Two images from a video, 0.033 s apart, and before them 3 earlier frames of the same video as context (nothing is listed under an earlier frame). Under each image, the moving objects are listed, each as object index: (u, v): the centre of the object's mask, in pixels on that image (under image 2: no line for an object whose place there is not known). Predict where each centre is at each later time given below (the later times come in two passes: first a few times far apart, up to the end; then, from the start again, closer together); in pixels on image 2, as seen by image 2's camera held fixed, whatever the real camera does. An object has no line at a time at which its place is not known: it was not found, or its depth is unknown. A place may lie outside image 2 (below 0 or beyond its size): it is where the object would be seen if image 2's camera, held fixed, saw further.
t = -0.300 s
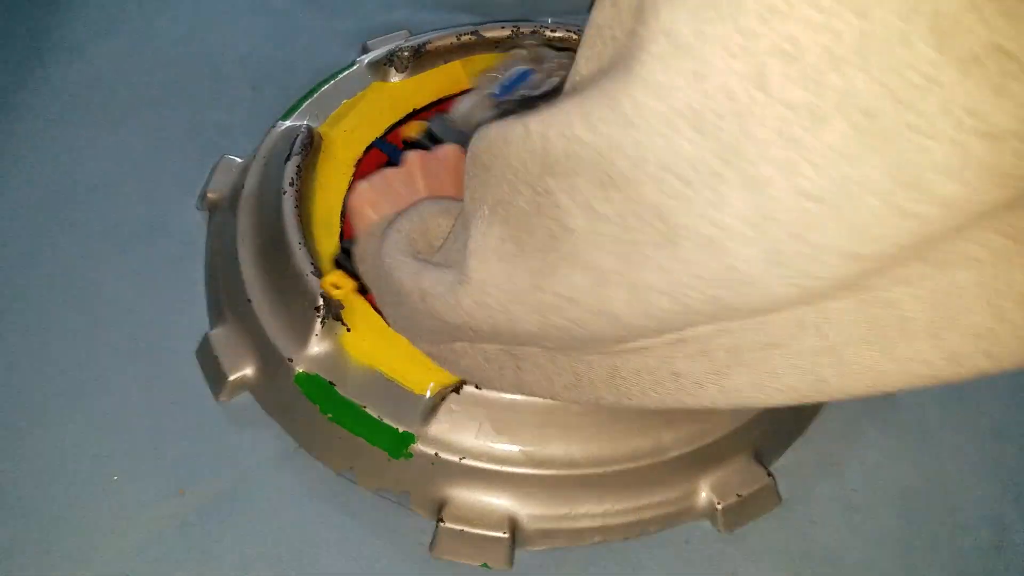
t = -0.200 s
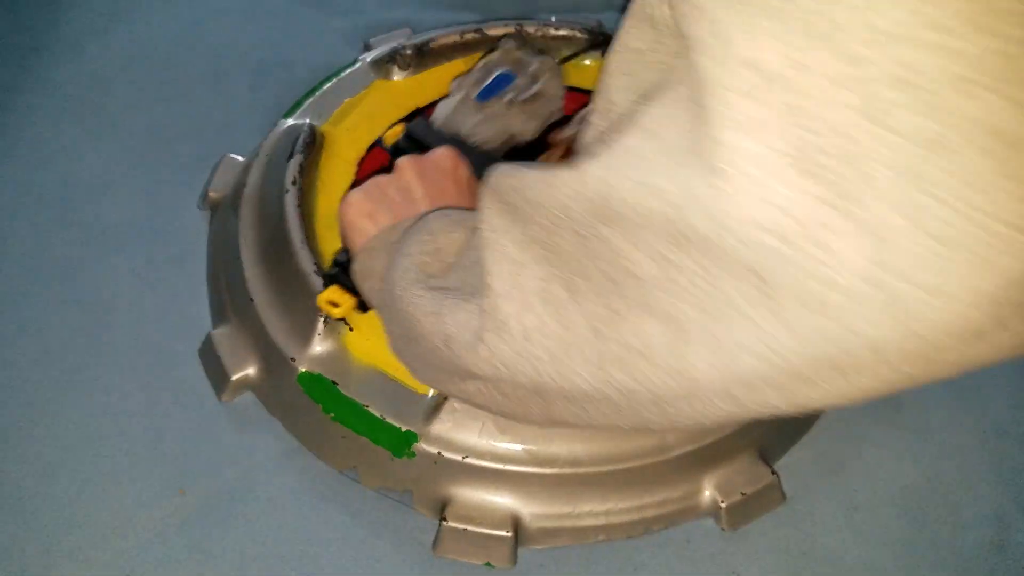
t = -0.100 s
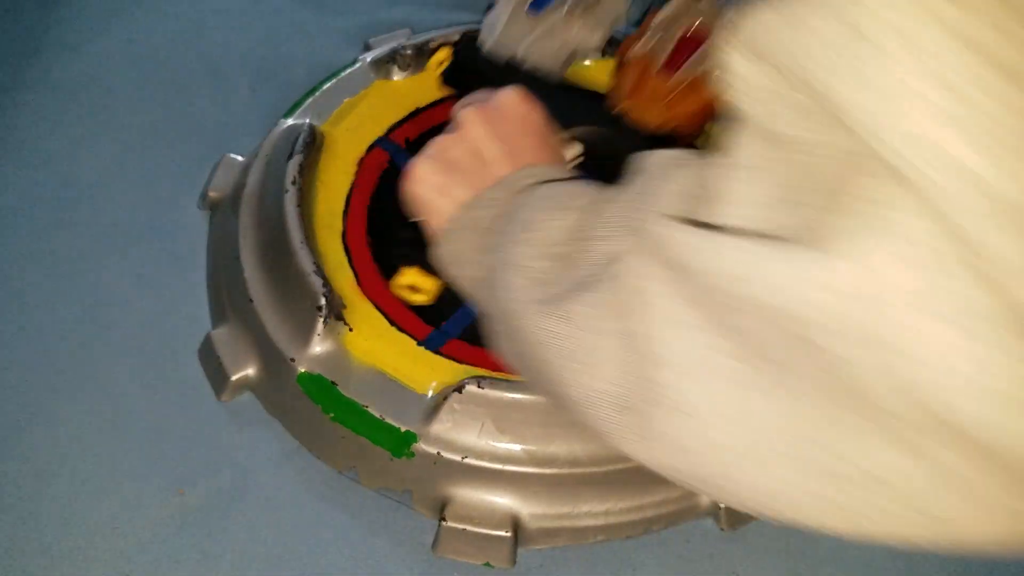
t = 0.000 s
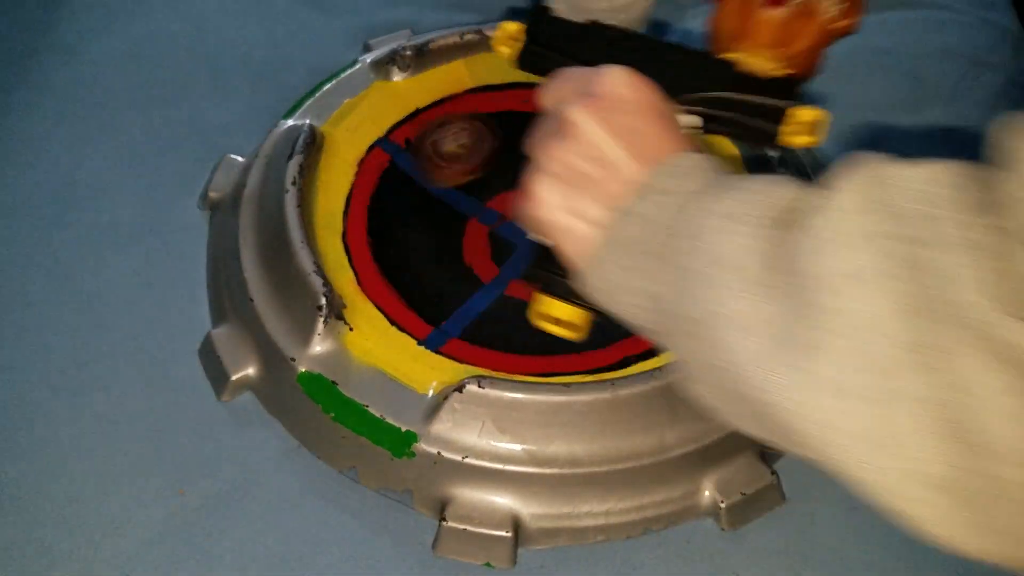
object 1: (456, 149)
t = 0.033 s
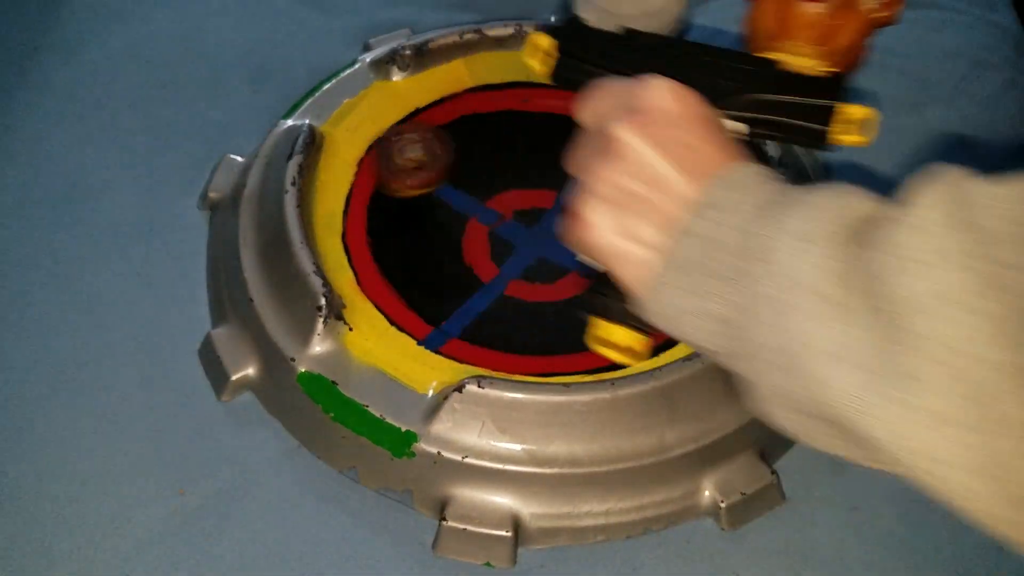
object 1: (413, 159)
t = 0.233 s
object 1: (451, 220)
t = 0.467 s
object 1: (570, 237)
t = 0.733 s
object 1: (544, 263)
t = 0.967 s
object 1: (535, 251)
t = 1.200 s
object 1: (553, 237)
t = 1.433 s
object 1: (568, 227)
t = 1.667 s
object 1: (573, 222)
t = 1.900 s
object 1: (574, 219)
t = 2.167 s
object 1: (571, 212)
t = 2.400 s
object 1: (570, 212)
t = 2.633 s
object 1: (558, 197)
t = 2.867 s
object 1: (541, 165)
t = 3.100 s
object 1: (548, 148)
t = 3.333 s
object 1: (552, 151)
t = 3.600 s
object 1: (547, 164)
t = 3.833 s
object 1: (542, 179)
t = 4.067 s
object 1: (531, 199)
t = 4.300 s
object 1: (533, 212)
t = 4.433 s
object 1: (534, 216)
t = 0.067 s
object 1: (378, 167)
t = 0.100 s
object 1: (353, 170)
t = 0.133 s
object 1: (377, 180)
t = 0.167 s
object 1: (404, 203)
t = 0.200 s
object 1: (425, 211)
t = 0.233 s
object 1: (451, 220)
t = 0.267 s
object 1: (478, 226)
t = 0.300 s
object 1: (503, 230)
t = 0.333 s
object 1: (525, 231)
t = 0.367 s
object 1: (543, 231)
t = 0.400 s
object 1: (556, 231)
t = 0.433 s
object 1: (565, 232)
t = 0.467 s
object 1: (570, 237)
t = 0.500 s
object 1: (570, 242)
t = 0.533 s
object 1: (568, 248)
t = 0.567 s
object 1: (566, 254)
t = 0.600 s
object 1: (563, 258)
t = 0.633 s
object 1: (558, 261)
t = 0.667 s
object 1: (552, 262)
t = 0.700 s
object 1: (548, 263)
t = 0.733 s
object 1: (544, 263)
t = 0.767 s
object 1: (541, 262)
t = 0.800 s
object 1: (539, 262)
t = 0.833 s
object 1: (537, 261)
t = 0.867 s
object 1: (535, 258)
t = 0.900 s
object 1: (534, 256)
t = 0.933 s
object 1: (534, 253)
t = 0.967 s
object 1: (535, 251)
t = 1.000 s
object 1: (536, 249)
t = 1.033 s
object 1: (541, 247)
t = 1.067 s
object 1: (543, 245)
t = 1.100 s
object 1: (544, 243)
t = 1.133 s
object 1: (547, 241)
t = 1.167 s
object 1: (550, 240)
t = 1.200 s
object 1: (553, 237)
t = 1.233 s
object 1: (555, 236)
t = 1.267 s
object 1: (557, 234)
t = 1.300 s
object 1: (559, 233)
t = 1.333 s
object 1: (561, 232)
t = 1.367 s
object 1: (564, 231)
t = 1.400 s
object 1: (566, 229)
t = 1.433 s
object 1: (568, 227)
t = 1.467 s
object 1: (570, 225)
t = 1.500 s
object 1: (572, 223)
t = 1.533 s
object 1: (573, 221)
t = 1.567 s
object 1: (572, 221)
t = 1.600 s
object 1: (573, 221)
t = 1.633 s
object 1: (573, 222)
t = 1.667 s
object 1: (573, 222)
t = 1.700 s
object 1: (573, 222)
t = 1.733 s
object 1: (573, 221)
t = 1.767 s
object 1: (573, 219)
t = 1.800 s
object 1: (573, 219)
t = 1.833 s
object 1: (573, 219)
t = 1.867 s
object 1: (574, 219)
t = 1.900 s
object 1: (574, 219)
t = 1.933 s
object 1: (574, 218)
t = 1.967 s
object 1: (574, 216)
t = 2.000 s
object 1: (573, 214)
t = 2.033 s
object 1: (572, 212)
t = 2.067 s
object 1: (571, 212)
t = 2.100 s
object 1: (571, 212)
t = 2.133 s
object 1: (571, 212)
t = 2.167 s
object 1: (571, 212)
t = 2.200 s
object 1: (571, 212)
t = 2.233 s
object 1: (571, 212)
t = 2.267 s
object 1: (571, 212)
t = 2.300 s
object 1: (571, 213)
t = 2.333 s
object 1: (571, 213)
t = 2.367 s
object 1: (571, 213)
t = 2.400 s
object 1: (570, 212)
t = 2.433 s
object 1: (570, 211)
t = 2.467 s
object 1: (568, 207)
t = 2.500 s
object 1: (565, 205)
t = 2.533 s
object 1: (563, 204)
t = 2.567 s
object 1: (562, 202)
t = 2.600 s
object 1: (560, 199)
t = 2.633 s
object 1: (558, 197)
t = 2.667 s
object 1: (556, 194)
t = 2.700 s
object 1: (554, 190)
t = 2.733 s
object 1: (550, 185)
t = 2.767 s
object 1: (547, 180)
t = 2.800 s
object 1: (544, 175)
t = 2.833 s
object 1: (542, 170)
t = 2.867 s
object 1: (541, 165)
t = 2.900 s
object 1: (541, 160)
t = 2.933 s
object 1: (541, 156)
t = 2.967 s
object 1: (542, 153)
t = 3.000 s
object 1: (543, 151)
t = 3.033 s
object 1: (544, 150)
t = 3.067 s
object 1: (545, 149)
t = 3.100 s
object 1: (548, 148)
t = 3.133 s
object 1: (551, 148)
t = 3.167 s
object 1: (552, 147)
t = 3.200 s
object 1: (553, 147)
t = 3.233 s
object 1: (553, 148)
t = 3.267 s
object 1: (552, 149)
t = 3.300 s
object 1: (553, 150)
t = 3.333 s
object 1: (552, 151)
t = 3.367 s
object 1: (552, 153)
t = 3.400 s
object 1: (551, 154)
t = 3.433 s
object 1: (551, 155)
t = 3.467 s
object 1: (550, 156)
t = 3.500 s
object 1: (549, 158)
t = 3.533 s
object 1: (549, 160)
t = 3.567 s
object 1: (548, 162)
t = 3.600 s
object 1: (547, 164)
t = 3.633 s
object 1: (546, 166)
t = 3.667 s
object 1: (546, 169)
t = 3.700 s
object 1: (545, 171)
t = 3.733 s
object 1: (544, 173)
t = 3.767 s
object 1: (544, 176)
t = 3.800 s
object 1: (543, 178)
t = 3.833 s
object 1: (542, 179)
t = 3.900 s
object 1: (540, 183)
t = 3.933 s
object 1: (539, 185)
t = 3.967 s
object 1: (535, 190)
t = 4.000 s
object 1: (533, 193)
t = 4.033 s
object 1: (531, 196)
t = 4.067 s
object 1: (531, 199)
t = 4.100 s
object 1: (531, 200)
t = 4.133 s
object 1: (531, 202)
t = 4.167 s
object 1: (532, 204)
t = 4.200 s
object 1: (532, 206)
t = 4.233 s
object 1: (532, 208)
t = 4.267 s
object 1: (533, 211)
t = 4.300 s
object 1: (533, 212)
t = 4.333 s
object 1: (533, 213)
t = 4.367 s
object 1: (533, 215)
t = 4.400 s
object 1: (534, 216)
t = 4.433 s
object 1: (534, 216)
